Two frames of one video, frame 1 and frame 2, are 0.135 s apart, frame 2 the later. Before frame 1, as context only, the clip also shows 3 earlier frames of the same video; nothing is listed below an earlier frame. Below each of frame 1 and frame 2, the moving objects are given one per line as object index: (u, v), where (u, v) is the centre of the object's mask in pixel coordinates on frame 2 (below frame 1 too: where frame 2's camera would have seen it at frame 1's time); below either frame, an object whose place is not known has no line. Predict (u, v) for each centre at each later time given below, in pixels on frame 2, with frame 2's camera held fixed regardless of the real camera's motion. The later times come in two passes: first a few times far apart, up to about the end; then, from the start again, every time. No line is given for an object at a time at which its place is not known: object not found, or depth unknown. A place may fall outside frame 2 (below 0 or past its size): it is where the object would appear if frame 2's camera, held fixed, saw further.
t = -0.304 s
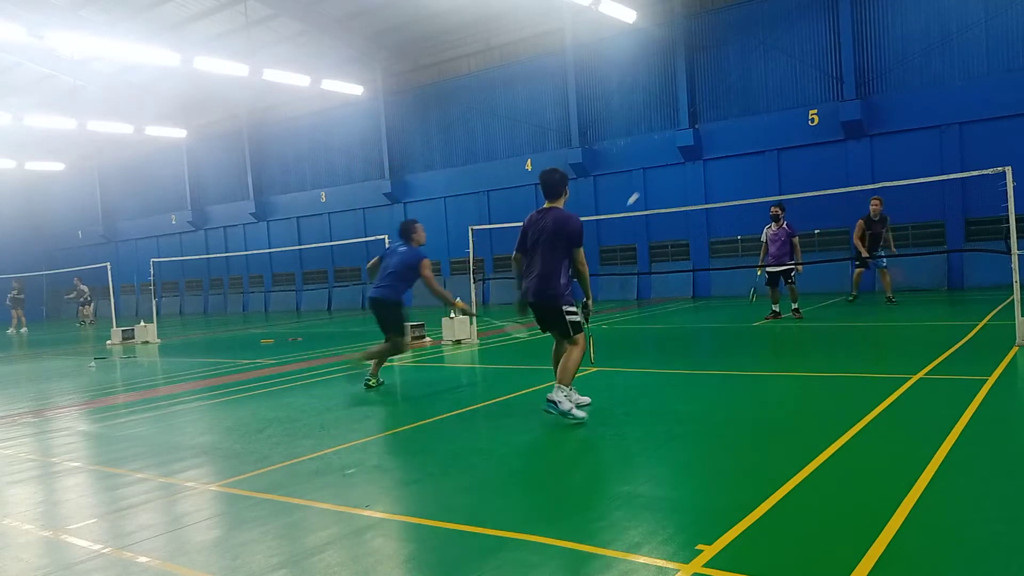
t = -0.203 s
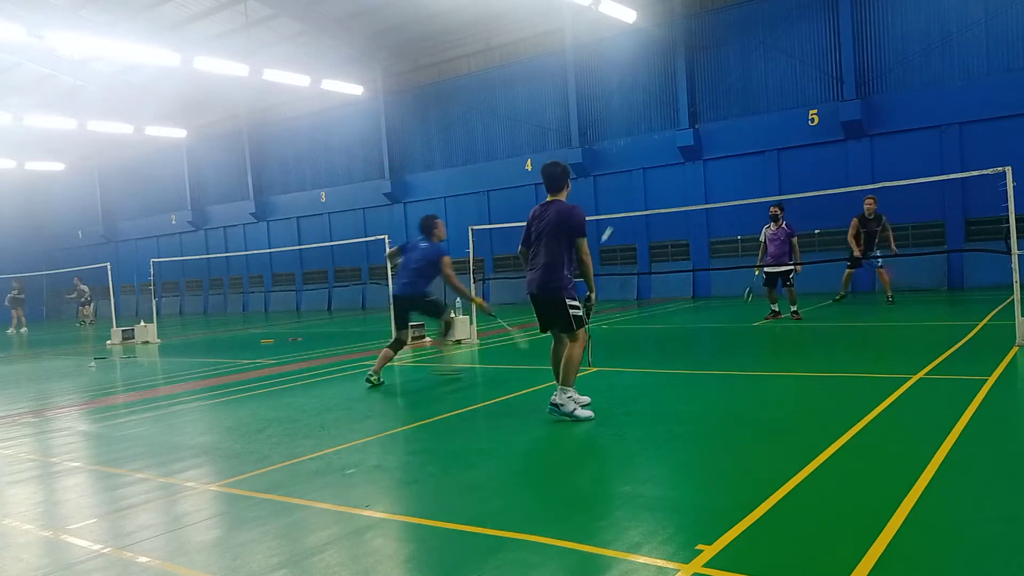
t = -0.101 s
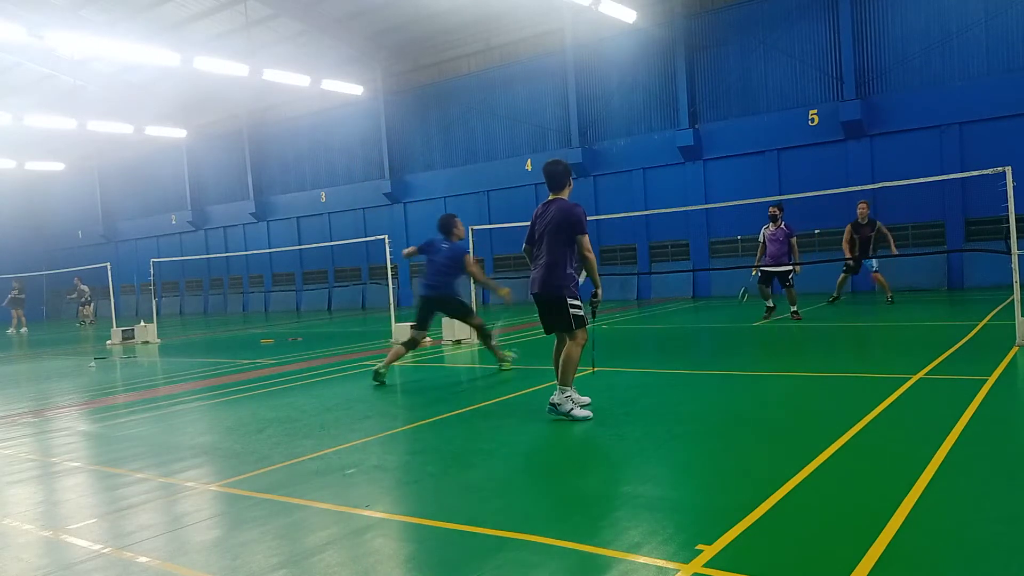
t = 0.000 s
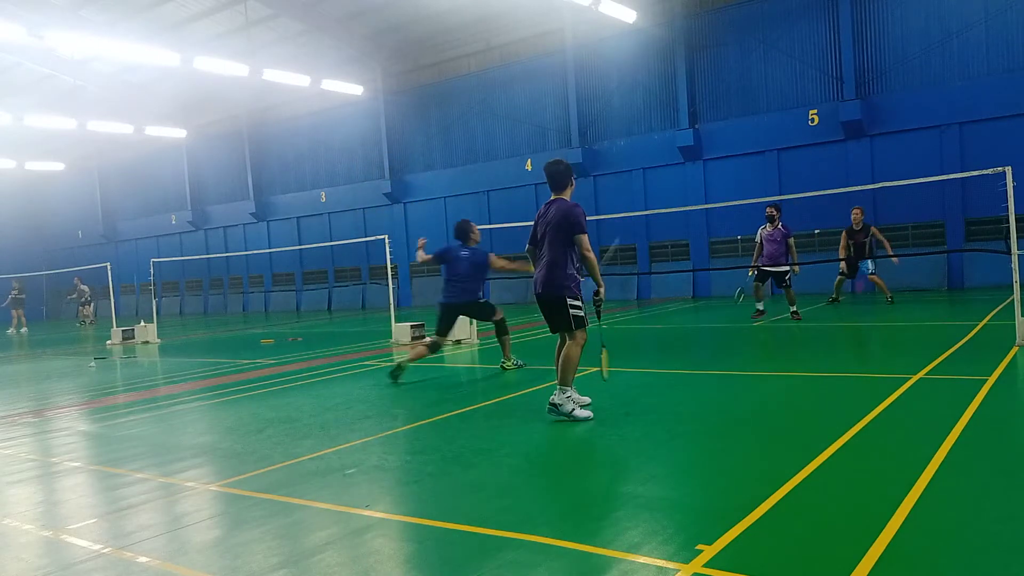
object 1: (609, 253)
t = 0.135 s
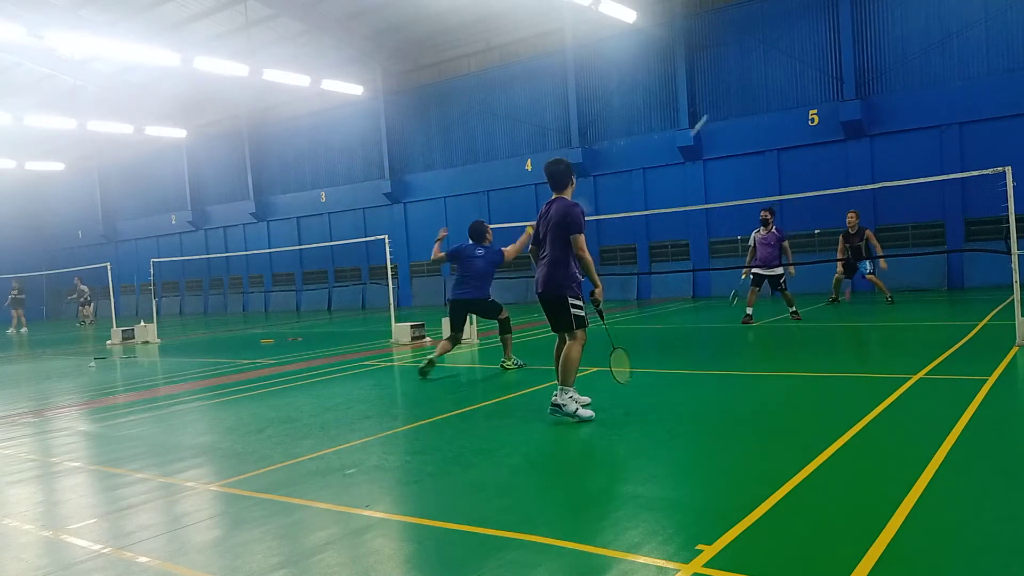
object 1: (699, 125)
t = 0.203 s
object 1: (730, 87)
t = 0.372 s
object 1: (786, 31)
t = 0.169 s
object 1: (715, 105)
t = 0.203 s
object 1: (730, 87)
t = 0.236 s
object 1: (743, 72)
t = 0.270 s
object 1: (755, 59)
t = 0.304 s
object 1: (766, 48)
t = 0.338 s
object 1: (776, 39)
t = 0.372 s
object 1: (786, 31)
